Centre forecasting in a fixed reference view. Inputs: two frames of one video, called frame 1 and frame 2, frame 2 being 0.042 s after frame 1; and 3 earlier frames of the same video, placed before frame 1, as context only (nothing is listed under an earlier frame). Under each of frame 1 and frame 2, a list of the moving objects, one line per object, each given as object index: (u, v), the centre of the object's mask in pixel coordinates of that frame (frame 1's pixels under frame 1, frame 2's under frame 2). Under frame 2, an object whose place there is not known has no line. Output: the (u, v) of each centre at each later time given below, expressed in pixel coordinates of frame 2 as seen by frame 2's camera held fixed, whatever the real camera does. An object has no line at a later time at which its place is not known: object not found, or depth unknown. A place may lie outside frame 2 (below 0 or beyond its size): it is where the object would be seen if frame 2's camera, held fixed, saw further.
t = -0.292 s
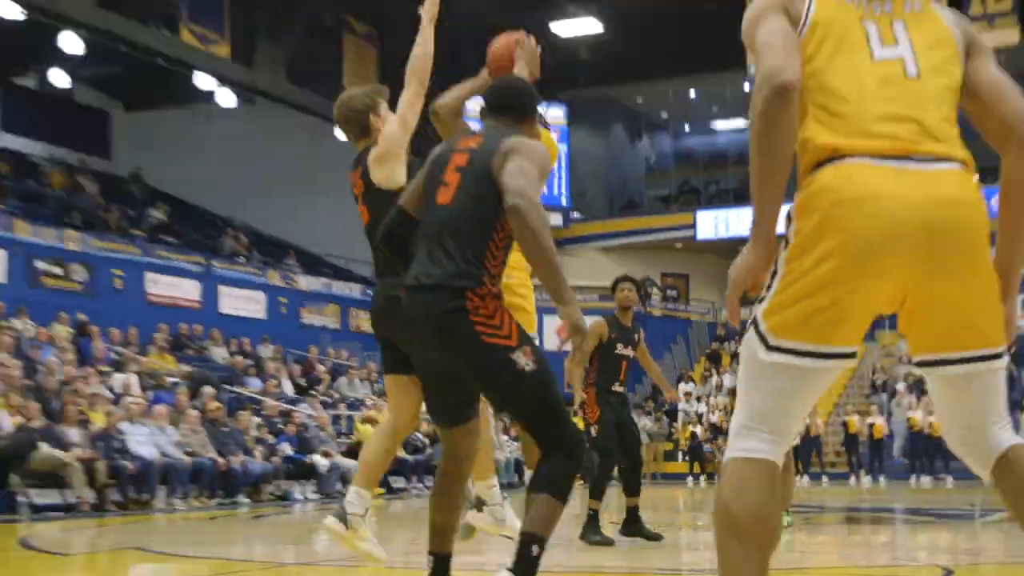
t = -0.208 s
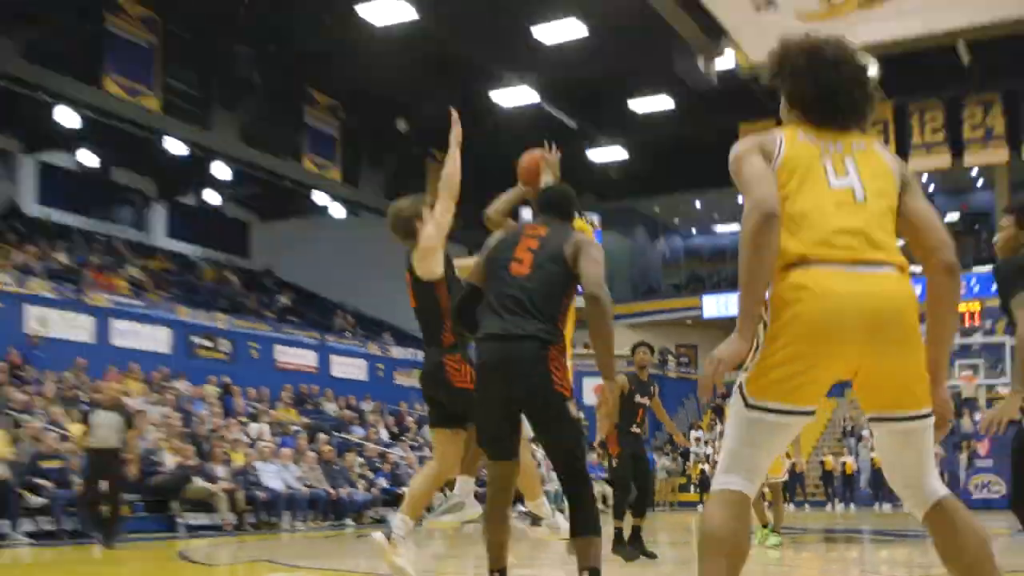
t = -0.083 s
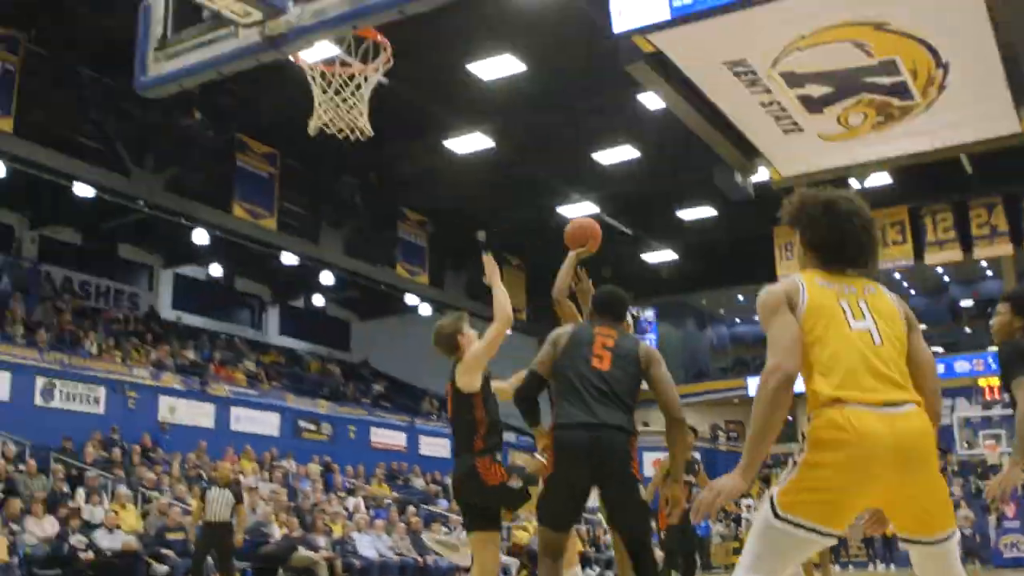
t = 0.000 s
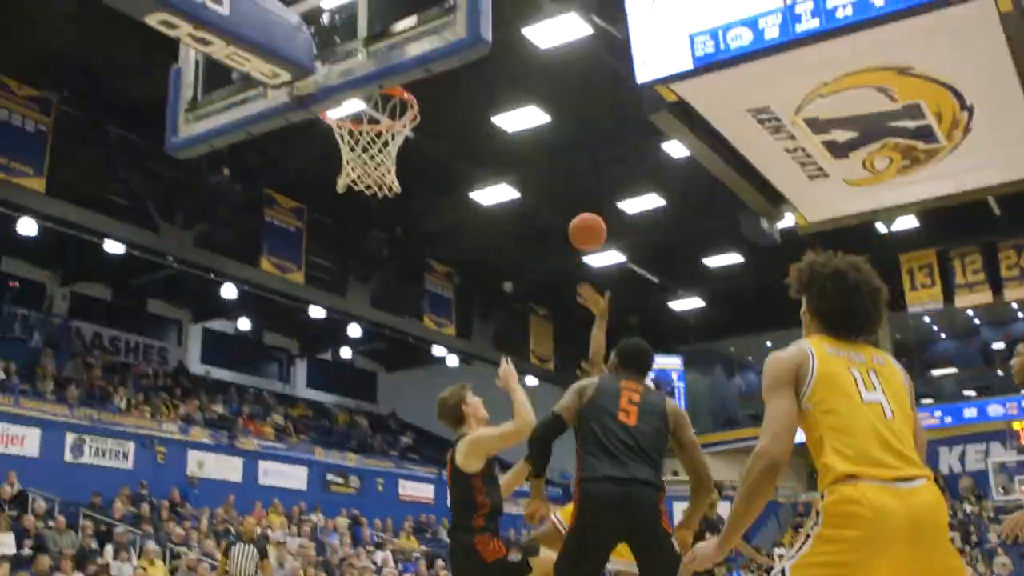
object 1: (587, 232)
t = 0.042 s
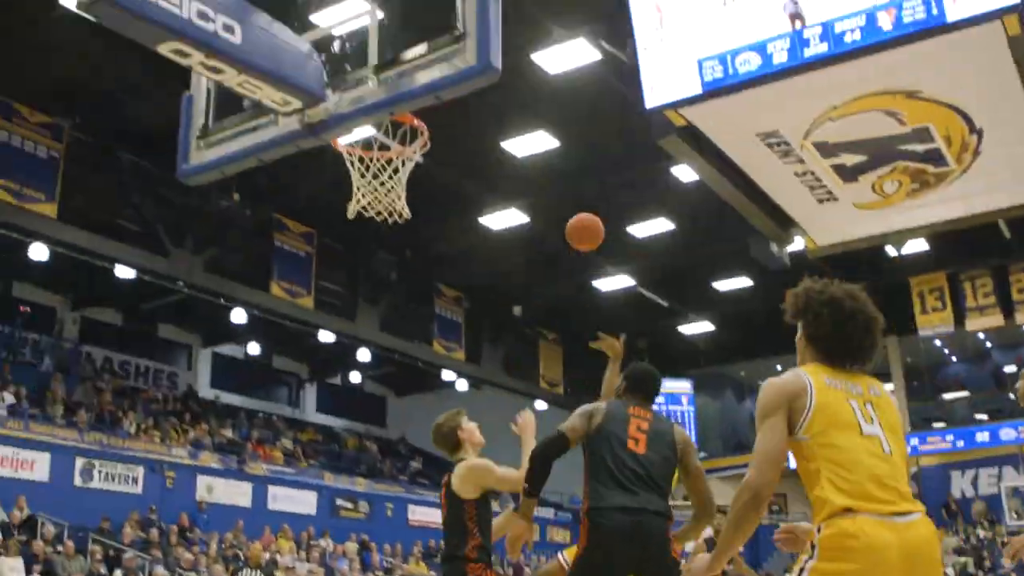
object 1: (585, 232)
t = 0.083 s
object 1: (572, 209)
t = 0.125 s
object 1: (559, 188)
